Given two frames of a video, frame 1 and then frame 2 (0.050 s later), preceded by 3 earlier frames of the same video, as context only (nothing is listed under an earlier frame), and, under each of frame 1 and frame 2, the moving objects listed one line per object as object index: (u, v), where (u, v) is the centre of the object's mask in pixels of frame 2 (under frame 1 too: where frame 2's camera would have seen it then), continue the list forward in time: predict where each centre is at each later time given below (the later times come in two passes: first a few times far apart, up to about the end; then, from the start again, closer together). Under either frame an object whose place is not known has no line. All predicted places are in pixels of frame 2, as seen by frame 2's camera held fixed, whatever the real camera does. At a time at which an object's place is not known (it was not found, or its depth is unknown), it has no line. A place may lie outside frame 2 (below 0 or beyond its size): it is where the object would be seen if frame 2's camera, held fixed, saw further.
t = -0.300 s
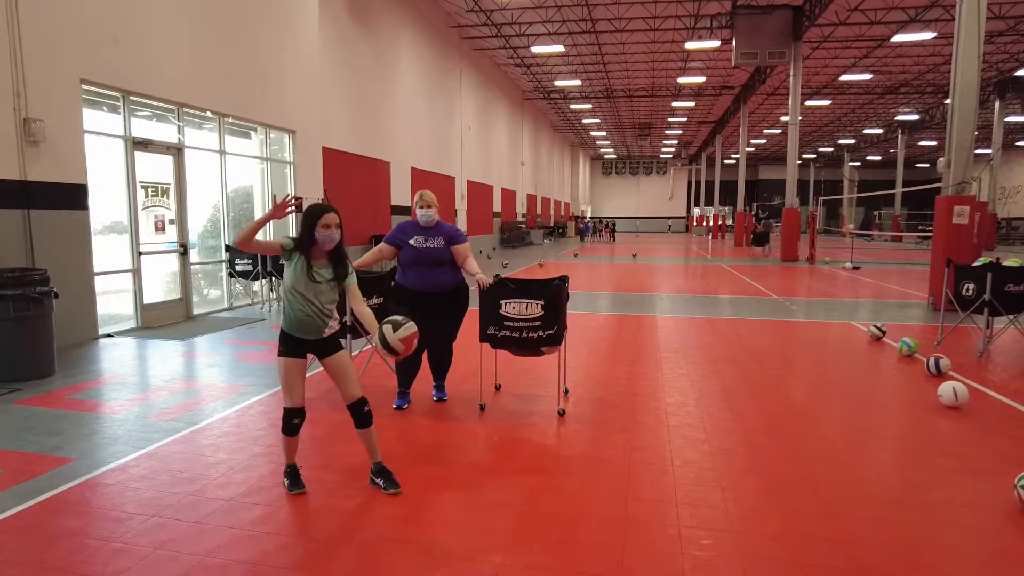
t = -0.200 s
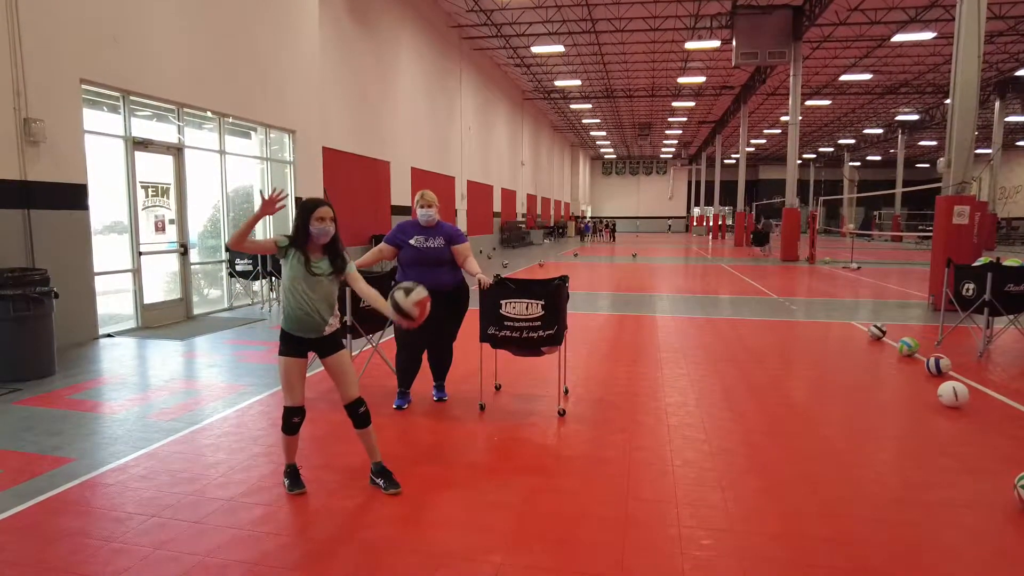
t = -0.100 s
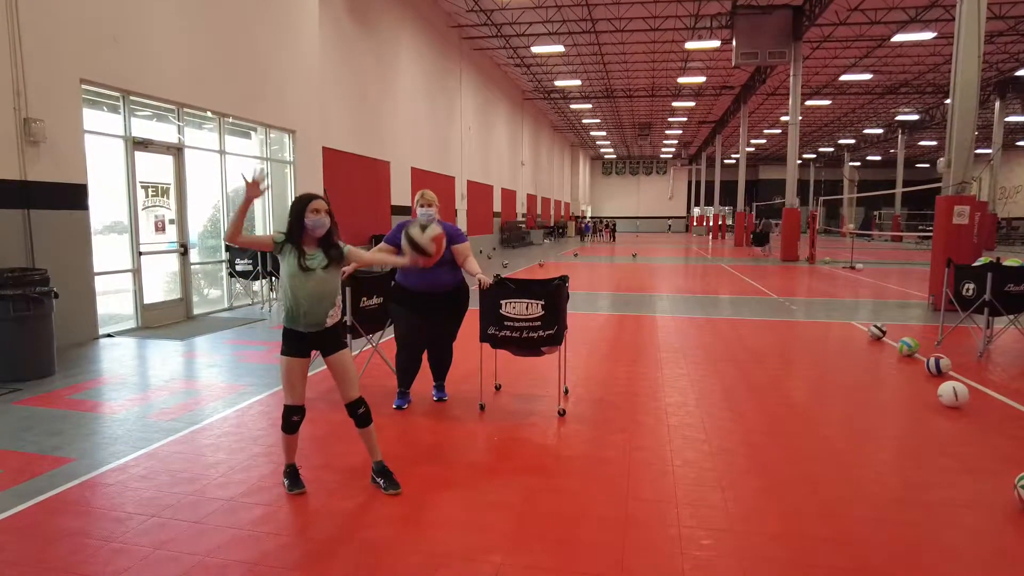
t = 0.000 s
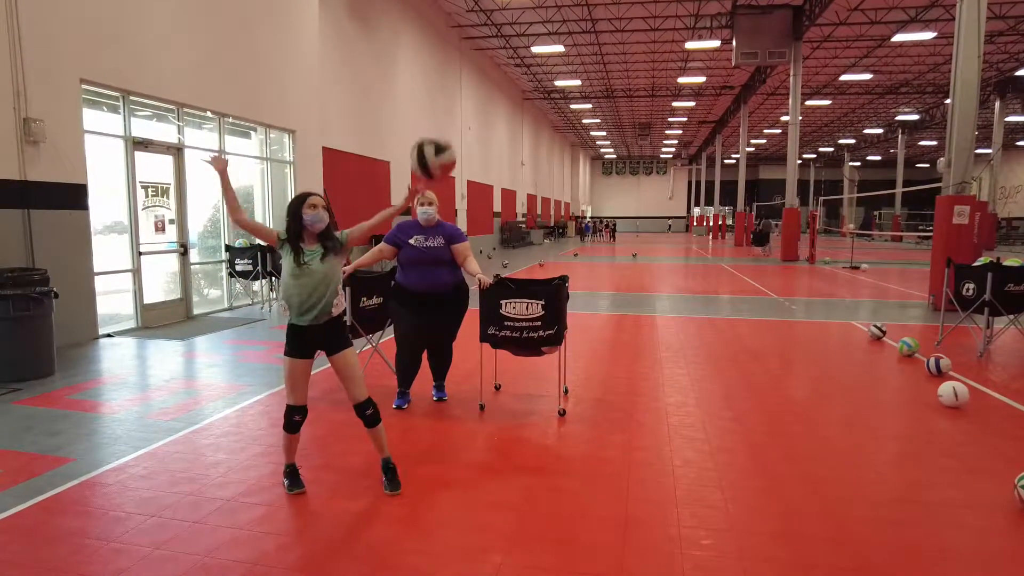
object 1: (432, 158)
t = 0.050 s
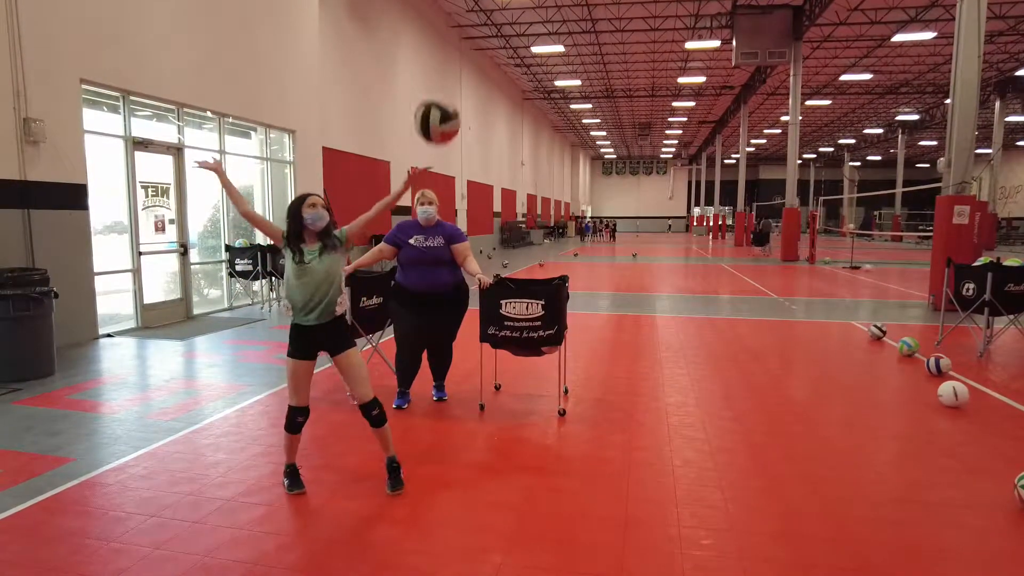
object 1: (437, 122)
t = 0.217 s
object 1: (451, 33)
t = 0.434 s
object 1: (471, 16)
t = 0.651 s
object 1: (492, 96)
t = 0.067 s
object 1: (438, 110)
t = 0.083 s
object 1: (439, 100)
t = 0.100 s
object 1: (441, 89)
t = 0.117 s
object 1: (442, 79)
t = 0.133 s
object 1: (444, 69)
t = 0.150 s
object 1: (446, 61)
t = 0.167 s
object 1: (447, 53)
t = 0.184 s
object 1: (448, 45)
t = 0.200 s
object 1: (450, 38)
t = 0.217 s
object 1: (451, 33)
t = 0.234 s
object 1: (453, 27)
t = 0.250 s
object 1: (454, 22)
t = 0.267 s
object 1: (455, 20)
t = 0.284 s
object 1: (457, 18)
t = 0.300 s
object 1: (458, 17)
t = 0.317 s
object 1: (460, 15)
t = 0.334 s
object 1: (461, 15)
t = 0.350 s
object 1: (462, 14)
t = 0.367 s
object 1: (464, 14)
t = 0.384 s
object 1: (465, 14)
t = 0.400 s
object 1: (467, 14)
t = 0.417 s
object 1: (469, 15)
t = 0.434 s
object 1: (471, 16)
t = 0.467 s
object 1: (474, 19)
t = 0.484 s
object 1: (476, 21)
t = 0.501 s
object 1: (478, 24)
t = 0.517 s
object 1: (479, 28)
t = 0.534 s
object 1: (481, 35)
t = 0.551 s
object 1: (482, 41)
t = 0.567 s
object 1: (484, 49)
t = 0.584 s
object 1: (486, 57)
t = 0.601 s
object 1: (487, 66)
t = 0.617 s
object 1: (488, 75)
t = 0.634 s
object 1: (490, 86)
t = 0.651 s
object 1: (492, 96)
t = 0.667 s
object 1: (493, 107)
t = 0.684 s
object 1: (495, 118)
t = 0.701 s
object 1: (496, 131)
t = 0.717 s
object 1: (497, 146)
